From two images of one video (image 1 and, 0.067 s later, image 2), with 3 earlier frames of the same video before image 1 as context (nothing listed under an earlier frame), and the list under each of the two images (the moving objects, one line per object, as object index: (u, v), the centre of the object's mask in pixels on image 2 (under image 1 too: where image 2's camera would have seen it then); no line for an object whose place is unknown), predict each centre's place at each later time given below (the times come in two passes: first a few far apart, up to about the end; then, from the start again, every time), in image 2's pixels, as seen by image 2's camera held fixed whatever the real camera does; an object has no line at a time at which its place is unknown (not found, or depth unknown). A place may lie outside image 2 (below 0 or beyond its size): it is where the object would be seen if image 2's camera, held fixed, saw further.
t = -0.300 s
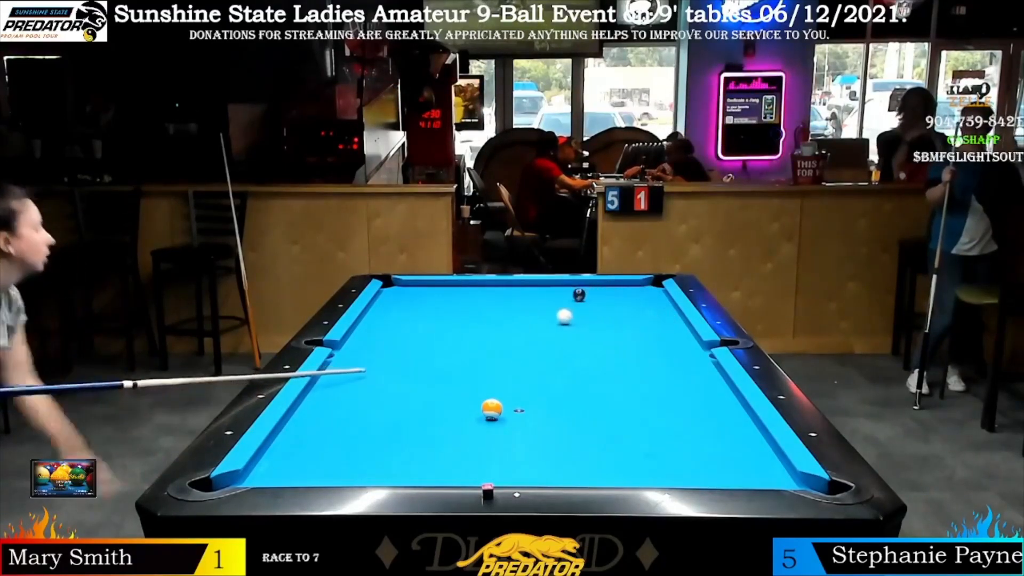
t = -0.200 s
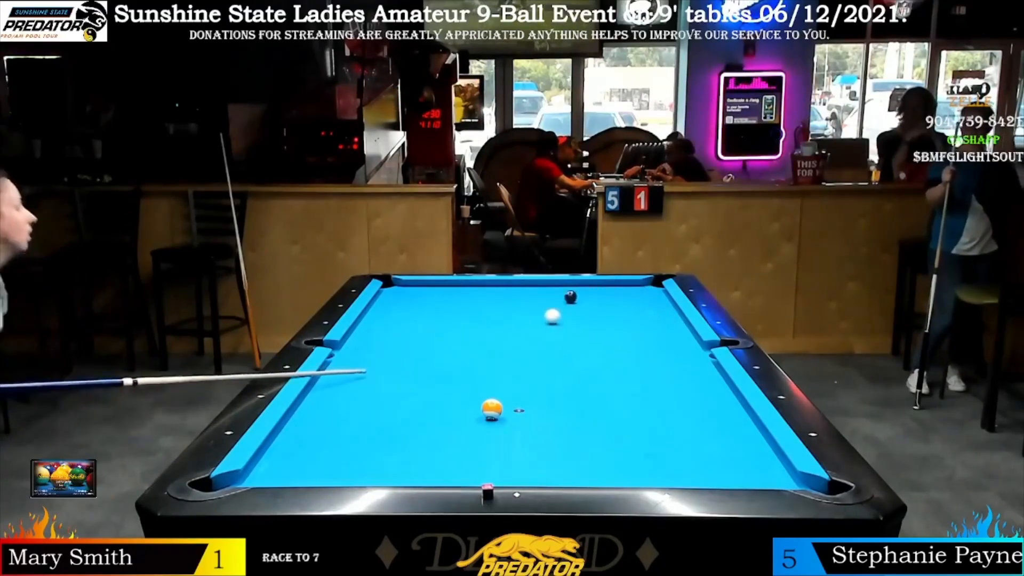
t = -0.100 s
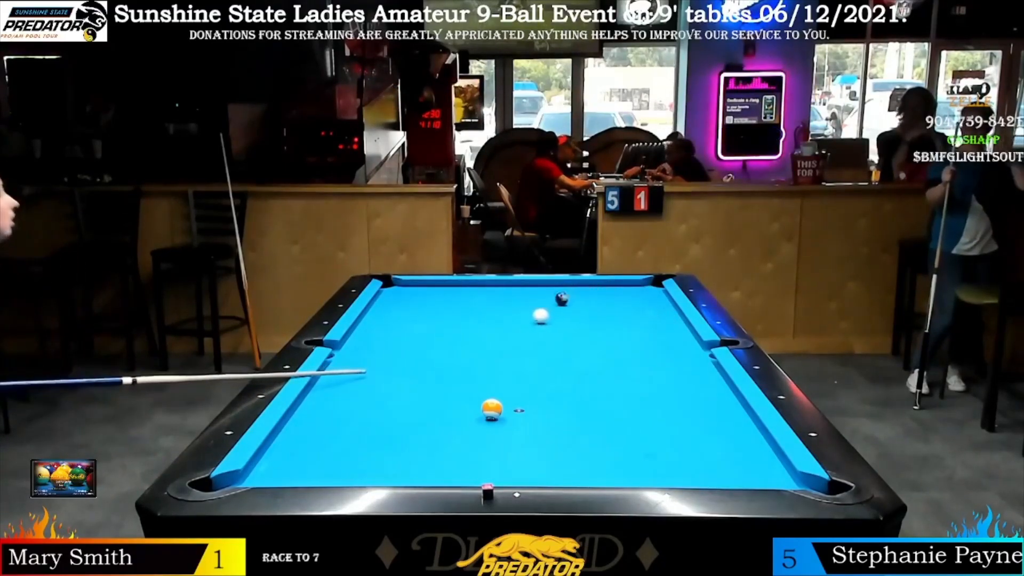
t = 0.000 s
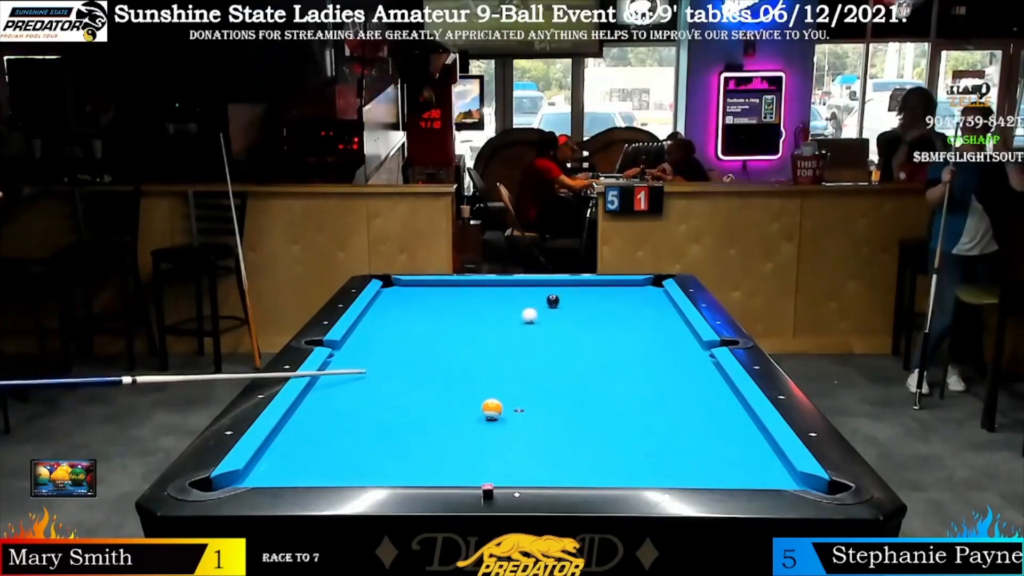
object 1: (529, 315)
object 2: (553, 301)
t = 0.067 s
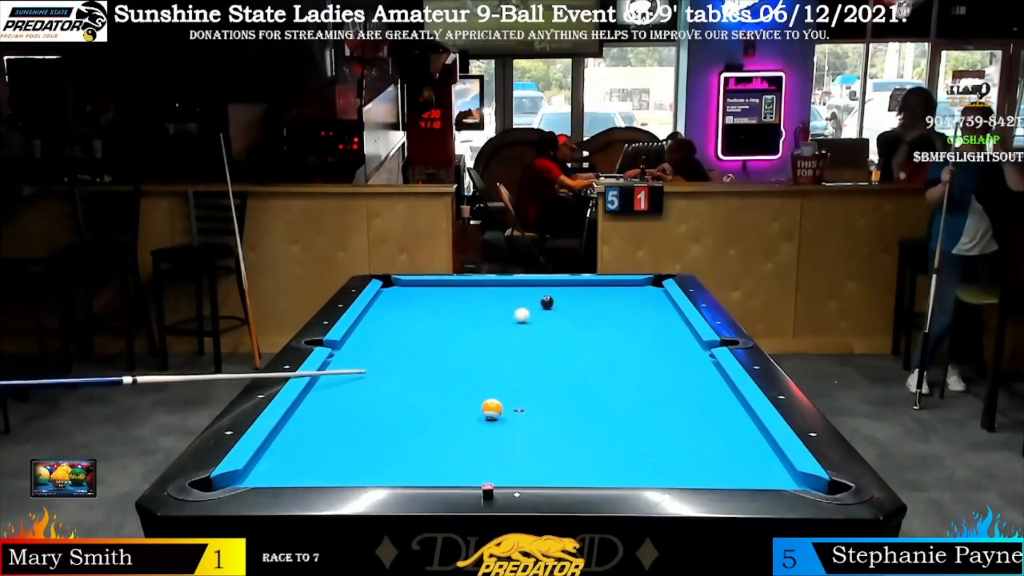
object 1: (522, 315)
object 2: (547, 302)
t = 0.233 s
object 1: (504, 314)
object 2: (532, 306)
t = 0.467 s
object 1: (479, 314)
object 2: (511, 311)
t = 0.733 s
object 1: (454, 313)
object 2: (487, 316)
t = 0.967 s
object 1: (432, 313)
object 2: (466, 321)
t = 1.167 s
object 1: (415, 312)
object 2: (448, 326)
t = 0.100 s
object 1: (518, 315)
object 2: (544, 303)
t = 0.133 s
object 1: (514, 315)
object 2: (541, 304)
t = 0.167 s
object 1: (511, 315)
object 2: (538, 305)
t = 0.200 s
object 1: (507, 315)
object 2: (535, 305)
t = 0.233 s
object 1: (504, 314)
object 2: (532, 306)
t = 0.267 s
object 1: (500, 314)
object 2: (529, 307)
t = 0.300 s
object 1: (497, 314)
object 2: (526, 307)
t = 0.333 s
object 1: (493, 314)
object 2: (523, 308)
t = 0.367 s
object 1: (490, 314)
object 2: (520, 309)
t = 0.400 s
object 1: (487, 314)
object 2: (517, 309)
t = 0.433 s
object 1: (483, 314)
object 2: (514, 310)
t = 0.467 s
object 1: (479, 314)
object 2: (511, 311)
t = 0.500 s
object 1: (476, 314)
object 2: (508, 312)
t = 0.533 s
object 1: (473, 314)
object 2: (505, 312)
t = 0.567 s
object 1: (470, 314)
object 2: (502, 313)
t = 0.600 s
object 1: (466, 313)
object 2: (499, 314)
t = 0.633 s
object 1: (463, 313)
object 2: (496, 314)
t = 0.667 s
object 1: (460, 313)
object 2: (493, 315)
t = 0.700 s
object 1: (457, 313)
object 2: (490, 316)
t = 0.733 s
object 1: (454, 313)
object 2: (487, 316)
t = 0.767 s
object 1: (450, 313)
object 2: (484, 317)
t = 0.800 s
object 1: (448, 313)
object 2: (481, 318)
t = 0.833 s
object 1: (444, 313)
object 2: (478, 319)
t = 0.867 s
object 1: (441, 313)
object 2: (475, 319)
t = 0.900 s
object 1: (438, 313)
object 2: (472, 320)
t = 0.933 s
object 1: (435, 313)
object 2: (469, 321)
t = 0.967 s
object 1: (432, 313)
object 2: (466, 321)
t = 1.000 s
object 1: (429, 312)
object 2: (463, 322)
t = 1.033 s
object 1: (426, 312)
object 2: (460, 323)
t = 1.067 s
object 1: (423, 312)
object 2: (457, 324)
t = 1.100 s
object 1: (420, 312)
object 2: (453, 324)
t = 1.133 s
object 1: (418, 312)
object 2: (450, 325)
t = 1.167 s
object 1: (415, 312)
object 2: (448, 326)
